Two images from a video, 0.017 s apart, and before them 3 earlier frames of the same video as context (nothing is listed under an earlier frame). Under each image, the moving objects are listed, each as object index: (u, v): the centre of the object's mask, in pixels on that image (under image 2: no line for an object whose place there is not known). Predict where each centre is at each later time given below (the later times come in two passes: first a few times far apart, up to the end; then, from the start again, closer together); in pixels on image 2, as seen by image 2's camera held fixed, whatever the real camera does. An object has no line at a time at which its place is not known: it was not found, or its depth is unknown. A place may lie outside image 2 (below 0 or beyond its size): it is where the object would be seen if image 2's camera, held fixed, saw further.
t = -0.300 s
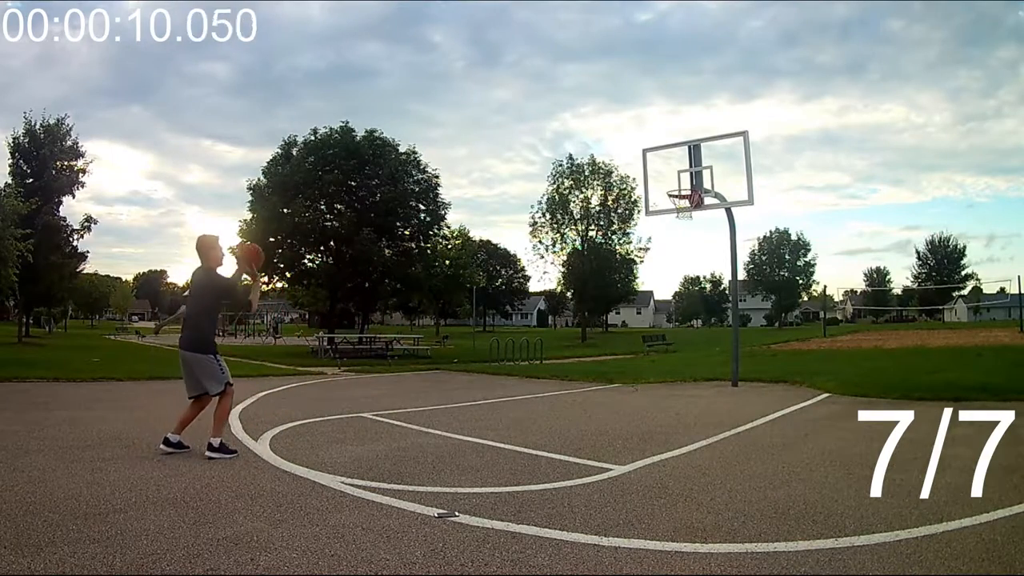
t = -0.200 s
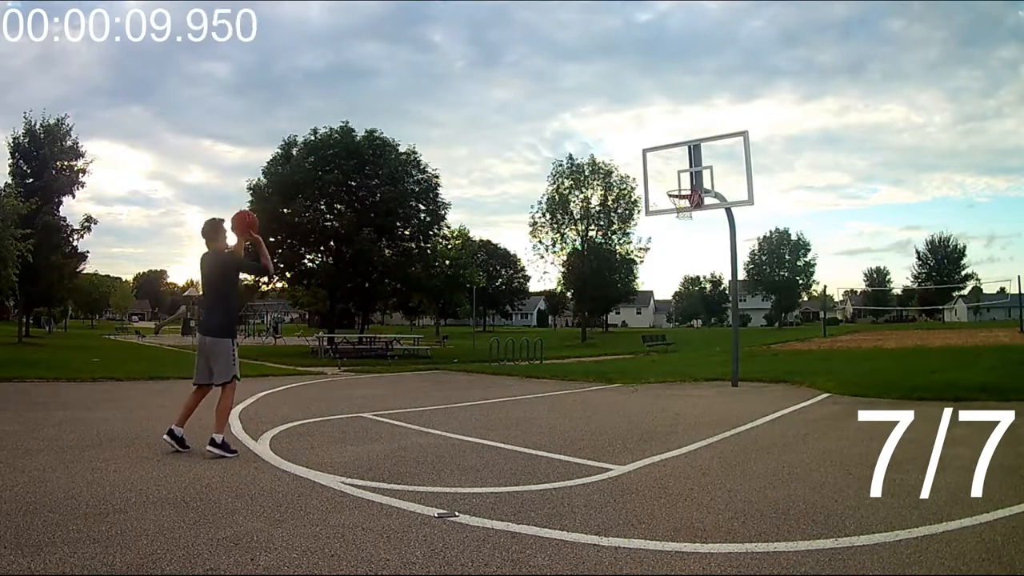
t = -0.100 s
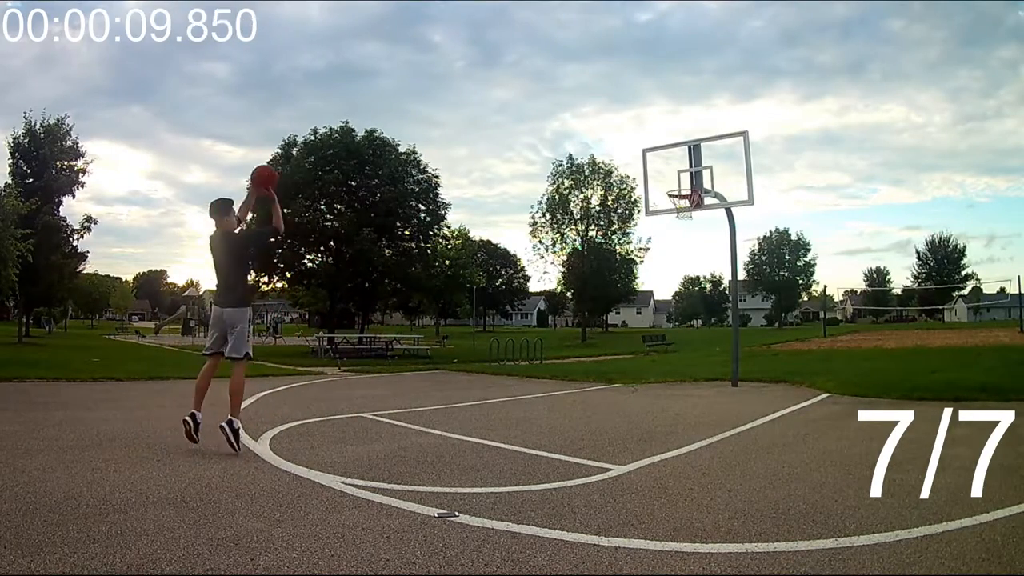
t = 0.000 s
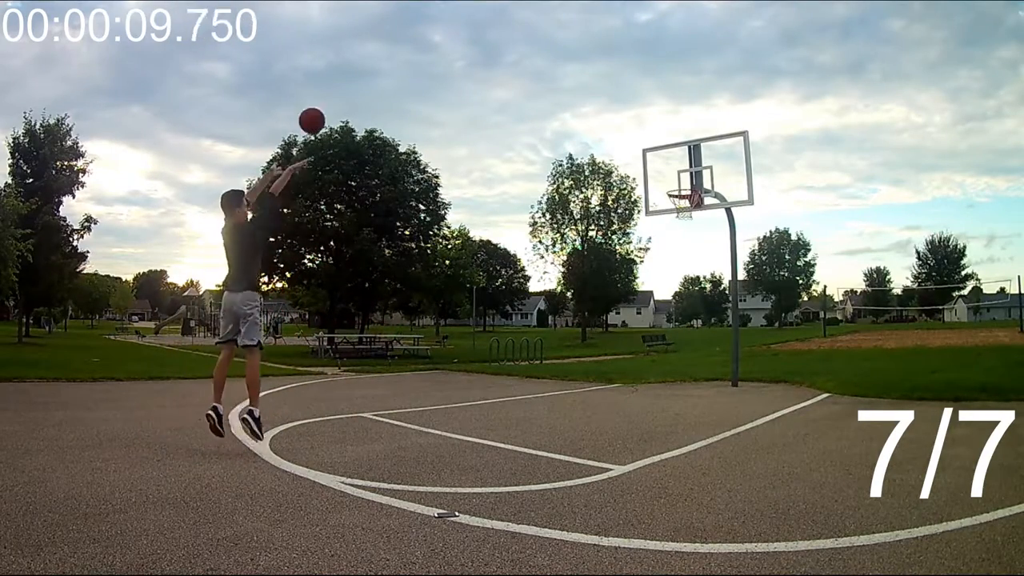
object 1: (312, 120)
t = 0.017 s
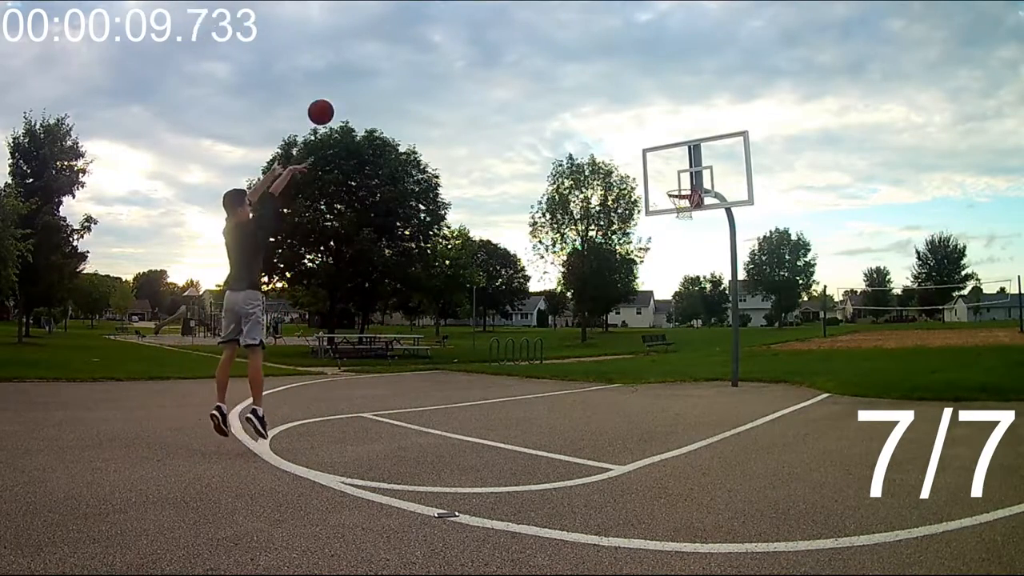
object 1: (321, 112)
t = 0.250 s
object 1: (429, 37)
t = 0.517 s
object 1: (522, 26)
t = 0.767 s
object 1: (593, 62)
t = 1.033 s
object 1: (657, 141)
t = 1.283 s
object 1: (690, 207)
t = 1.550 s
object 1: (688, 225)
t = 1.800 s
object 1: (686, 287)
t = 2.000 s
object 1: (684, 373)
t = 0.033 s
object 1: (330, 104)
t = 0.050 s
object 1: (338, 96)
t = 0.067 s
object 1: (347, 89)
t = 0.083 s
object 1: (355, 83)
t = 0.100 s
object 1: (363, 76)
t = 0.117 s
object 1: (371, 71)
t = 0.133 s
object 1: (379, 65)
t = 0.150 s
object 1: (386, 60)
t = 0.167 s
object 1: (394, 56)
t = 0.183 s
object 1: (401, 51)
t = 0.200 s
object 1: (408, 47)
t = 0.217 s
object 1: (415, 44)
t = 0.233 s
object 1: (422, 40)
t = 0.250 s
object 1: (429, 37)
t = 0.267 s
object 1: (435, 35)
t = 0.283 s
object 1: (442, 32)
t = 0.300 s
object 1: (448, 30)
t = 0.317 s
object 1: (455, 28)
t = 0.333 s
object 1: (461, 27)
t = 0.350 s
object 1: (467, 26)
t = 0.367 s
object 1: (473, 25)
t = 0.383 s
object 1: (479, 24)
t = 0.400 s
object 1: (484, 23)
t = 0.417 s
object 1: (490, 23)
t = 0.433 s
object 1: (495, 23)
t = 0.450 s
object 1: (501, 23)
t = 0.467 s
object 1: (506, 23)
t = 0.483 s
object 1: (512, 24)
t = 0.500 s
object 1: (517, 25)
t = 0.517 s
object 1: (522, 26)
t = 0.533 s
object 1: (527, 27)
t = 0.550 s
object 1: (532, 28)
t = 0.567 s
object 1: (538, 30)
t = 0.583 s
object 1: (542, 32)
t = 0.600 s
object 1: (547, 33)
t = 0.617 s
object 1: (552, 35)
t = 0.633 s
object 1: (557, 38)
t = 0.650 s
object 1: (561, 40)
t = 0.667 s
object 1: (566, 43)
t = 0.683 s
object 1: (571, 45)
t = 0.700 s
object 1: (575, 48)
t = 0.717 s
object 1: (580, 51)
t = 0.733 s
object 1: (584, 55)
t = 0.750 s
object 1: (589, 58)
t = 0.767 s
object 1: (593, 62)
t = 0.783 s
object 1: (597, 65)
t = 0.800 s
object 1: (602, 69)
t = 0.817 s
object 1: (606, 73)
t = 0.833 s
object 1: (610, 78)
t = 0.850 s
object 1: (614, 82)
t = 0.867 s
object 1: (618, 87)
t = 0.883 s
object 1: (623, 91)
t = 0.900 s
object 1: (626, 96)
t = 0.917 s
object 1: (630, 101)
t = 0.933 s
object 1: (634, 106)
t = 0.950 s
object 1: (638, 112)
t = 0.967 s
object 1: (642, 117)
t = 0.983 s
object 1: (646, 123)
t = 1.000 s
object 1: (649, 129)
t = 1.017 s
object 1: (653, 135)
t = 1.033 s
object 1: (657, 141)
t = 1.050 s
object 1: (660, 147)
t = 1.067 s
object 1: (664, 154)
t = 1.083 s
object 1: (668, 160)
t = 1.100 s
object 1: (671, 166)
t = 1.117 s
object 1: (675, 173)
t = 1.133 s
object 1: (678, 180)
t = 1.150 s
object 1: (681, 188)
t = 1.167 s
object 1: (684, 194)
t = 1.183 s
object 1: (686, 201)
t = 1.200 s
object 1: (689, 207)
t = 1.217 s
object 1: (691, 207)
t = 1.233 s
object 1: (691, 207)
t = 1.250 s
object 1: (691, 207)
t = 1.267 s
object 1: (690, 207)
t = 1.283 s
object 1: (690, 207)
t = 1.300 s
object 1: (690, 206)
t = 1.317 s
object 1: (690, 205)
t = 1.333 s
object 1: (690, 206)
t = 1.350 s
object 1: (689, 206)
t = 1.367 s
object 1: (690, 206)
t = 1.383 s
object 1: (690, 207)
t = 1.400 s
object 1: (689, 208)
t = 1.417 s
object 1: (689, 208)
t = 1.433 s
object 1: (689, 210)
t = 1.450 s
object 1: (688, 212)
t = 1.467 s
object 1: (688, 213)
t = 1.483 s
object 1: (688, 215)
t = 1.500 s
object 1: (688, 217)
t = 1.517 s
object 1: (688, 220)
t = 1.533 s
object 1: (688, 222)
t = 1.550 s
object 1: (688, 225)
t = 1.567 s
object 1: (688, 228)
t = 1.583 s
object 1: (688, 231)
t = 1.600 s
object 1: (688, 234)
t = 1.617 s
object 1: (688, 238)
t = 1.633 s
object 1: (687, 241)
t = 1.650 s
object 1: (688, 245)
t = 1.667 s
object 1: (687, 249)
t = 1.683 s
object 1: (687, 254)
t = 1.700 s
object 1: (687, 258)
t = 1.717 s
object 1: (687, 263)
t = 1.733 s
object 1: (687, 267)
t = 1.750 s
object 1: (687, 272)
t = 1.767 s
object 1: (687, 277)
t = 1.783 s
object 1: (687, 283)
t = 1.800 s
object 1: (686, 287)
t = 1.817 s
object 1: (685, 293)
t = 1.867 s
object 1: (685, 313)
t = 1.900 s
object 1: (685, 328)
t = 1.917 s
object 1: (685, 335)
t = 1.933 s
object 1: (685, 342)
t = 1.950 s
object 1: (685, 350)
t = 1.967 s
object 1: (685, 358)
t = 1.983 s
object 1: (684, 365)
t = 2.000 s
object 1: (684, 373)
